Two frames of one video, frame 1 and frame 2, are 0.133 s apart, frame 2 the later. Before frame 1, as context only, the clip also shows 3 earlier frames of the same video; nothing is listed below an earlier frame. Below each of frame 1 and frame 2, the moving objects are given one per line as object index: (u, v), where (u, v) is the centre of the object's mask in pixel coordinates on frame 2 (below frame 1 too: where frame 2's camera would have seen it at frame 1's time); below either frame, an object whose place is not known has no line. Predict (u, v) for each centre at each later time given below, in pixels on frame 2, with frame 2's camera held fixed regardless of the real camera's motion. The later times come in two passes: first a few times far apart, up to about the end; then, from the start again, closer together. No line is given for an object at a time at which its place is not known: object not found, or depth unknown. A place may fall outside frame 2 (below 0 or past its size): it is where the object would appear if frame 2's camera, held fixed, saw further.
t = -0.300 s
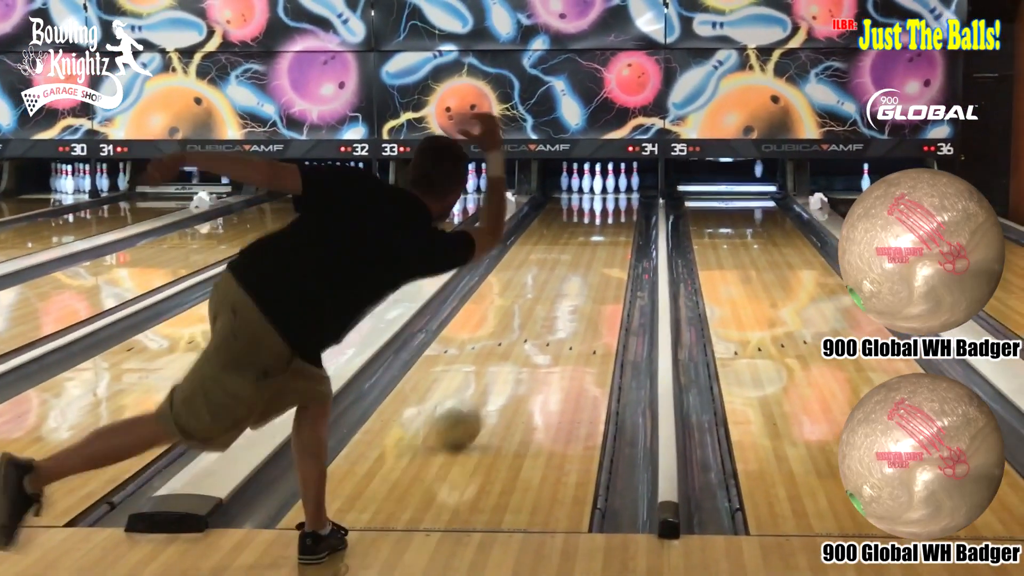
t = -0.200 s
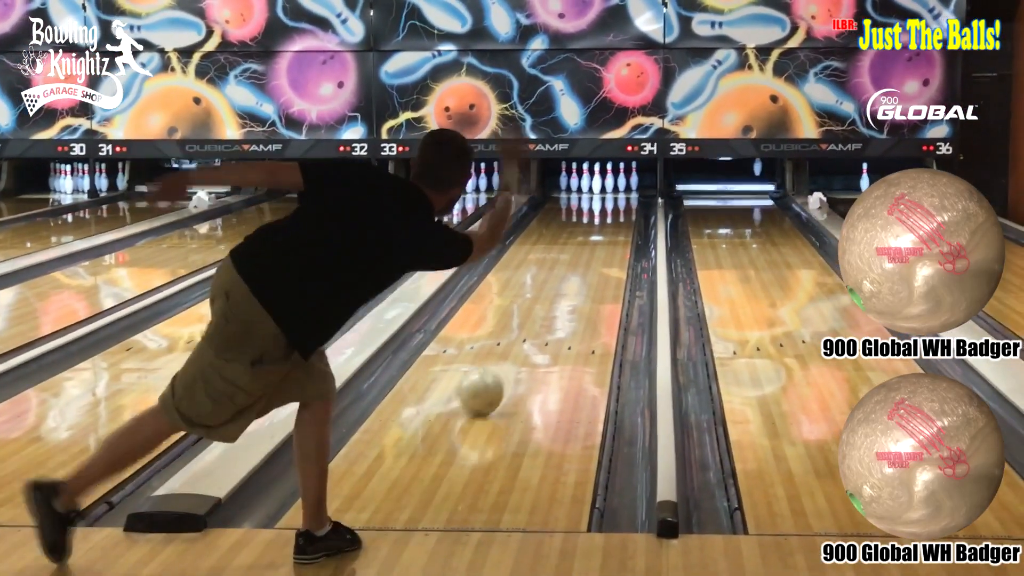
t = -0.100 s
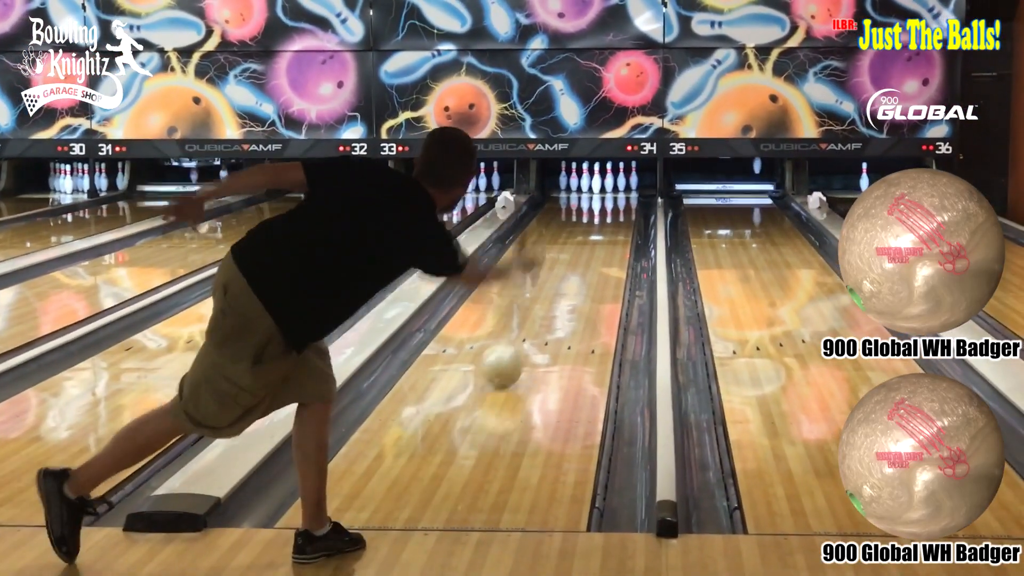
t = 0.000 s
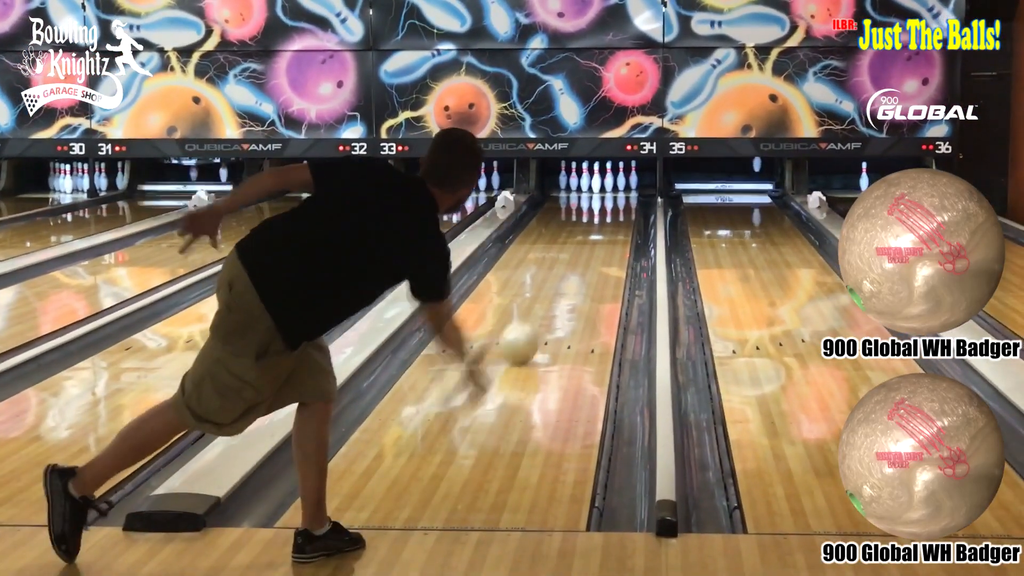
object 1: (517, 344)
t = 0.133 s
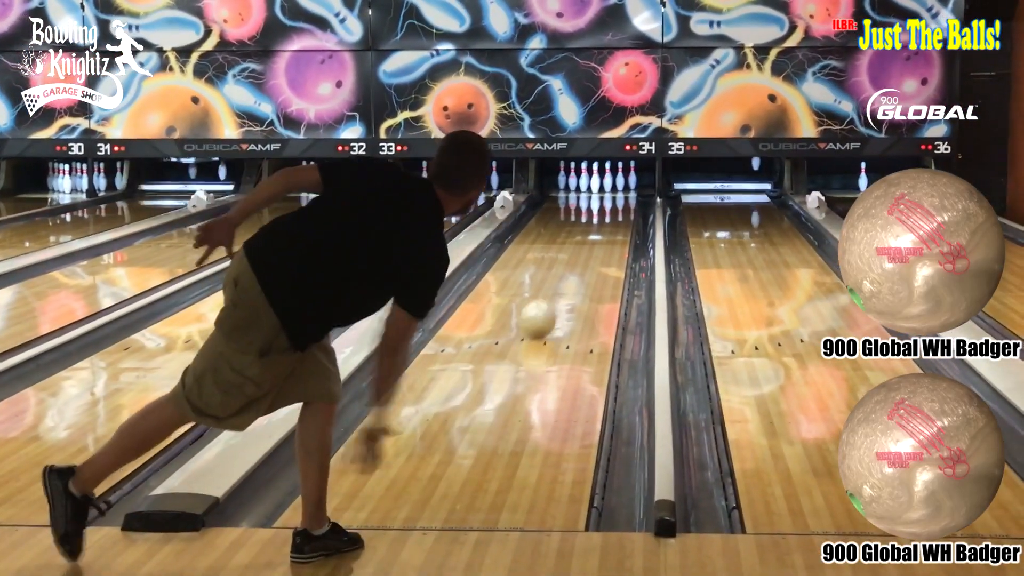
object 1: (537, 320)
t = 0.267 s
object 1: (553, 300)
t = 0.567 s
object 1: (579, 264)
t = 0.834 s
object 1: (595, 242)
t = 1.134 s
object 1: (607, 223)
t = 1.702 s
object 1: (607, 198)
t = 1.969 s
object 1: (595, 190)
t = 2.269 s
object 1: (585, 186)
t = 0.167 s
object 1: (542, 315)
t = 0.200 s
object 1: (546, 310)
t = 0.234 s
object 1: (549, 305)
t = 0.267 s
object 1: (553, 300)
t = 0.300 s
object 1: (557, 296)
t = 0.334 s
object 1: (561, 291)
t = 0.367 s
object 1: (564, 286)
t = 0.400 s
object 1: (566, 282)
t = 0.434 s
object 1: (569, 279)
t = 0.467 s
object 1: (572, 276)
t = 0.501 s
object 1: (575, 272)
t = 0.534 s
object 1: (577, 268)
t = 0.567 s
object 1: (579, 264)
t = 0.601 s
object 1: (582, 261)
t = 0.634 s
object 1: (584, 258)
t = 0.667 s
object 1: (586, 255)
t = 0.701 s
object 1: (588, 252)
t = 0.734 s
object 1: (590, 249)
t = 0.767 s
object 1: (591, 247)
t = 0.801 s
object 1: (593, 244)
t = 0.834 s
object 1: (595, 242)
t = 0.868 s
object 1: (597, 239)
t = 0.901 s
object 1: (598, 237)
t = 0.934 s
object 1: (600, 235)
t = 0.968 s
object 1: (601, 232)
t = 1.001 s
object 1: (602, 230)
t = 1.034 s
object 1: (604, 229)
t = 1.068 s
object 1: (605, 227)
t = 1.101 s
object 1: (605, 225)
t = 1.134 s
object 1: (607, 223)
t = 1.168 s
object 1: (607, 221)
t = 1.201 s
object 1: (608, 220)
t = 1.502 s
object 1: (609, 206)
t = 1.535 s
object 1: (608, 204)
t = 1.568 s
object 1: (609, 203)
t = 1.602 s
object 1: (608, 202)
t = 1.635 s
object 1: (607, 200)
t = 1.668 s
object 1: (607, 199)
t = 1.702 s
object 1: (607, 198)
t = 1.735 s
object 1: (606, 197)
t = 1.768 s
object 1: (604, 195)
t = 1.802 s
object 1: (603, 194)
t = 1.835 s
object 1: (602, 193)
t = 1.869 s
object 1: (602, 192)
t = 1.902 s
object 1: (599, 191)
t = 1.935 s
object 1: (599, 190)
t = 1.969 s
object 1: (595, 190)
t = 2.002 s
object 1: (595, 189)
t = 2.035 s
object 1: (595, 189)
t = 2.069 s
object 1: (595, 189)
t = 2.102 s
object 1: (594, 188)
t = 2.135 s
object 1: (592, 188)
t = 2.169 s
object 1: (590, 187)
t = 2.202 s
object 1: (588, 187)
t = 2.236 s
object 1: (587, 186)
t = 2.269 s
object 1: (585, 186)
